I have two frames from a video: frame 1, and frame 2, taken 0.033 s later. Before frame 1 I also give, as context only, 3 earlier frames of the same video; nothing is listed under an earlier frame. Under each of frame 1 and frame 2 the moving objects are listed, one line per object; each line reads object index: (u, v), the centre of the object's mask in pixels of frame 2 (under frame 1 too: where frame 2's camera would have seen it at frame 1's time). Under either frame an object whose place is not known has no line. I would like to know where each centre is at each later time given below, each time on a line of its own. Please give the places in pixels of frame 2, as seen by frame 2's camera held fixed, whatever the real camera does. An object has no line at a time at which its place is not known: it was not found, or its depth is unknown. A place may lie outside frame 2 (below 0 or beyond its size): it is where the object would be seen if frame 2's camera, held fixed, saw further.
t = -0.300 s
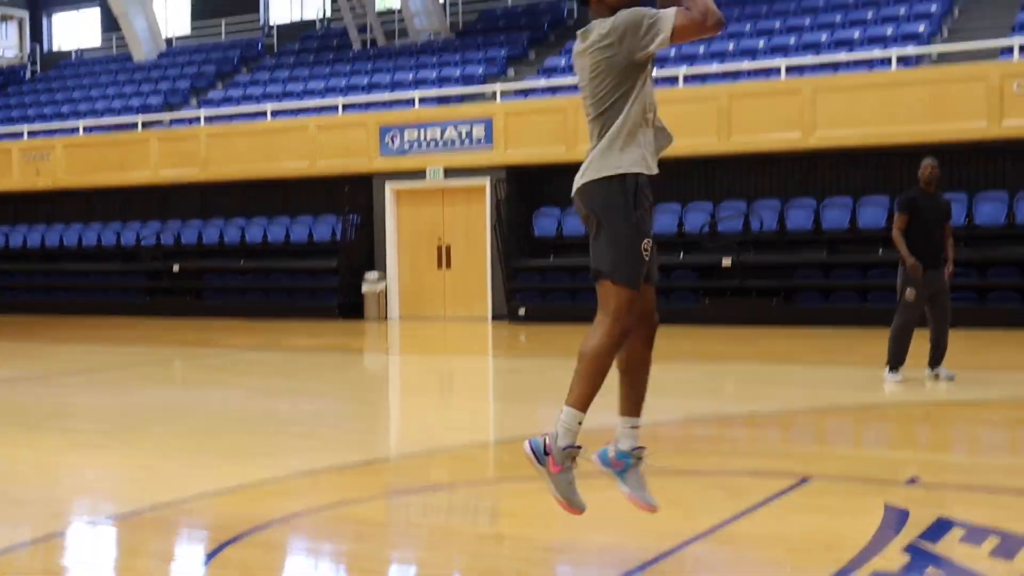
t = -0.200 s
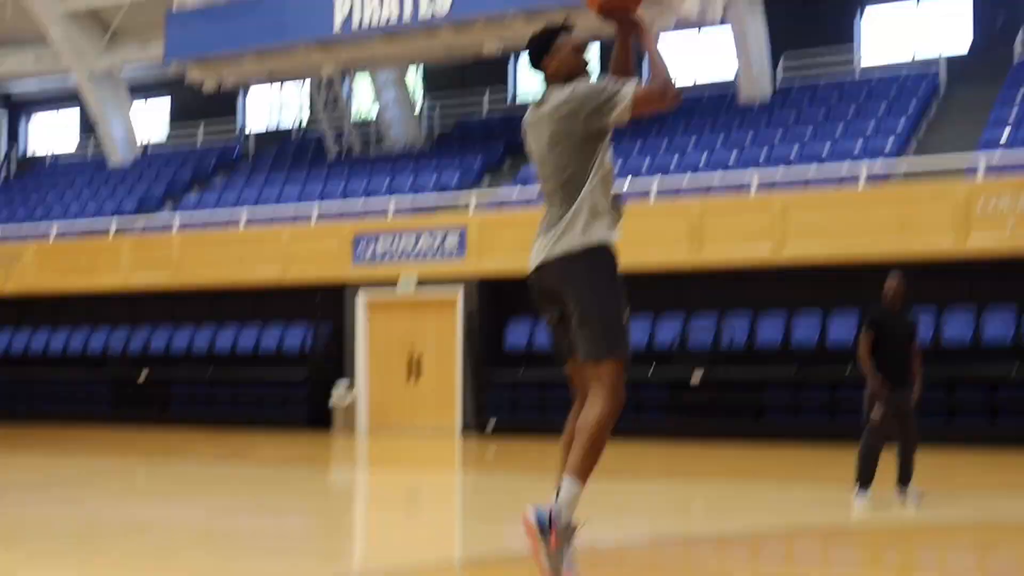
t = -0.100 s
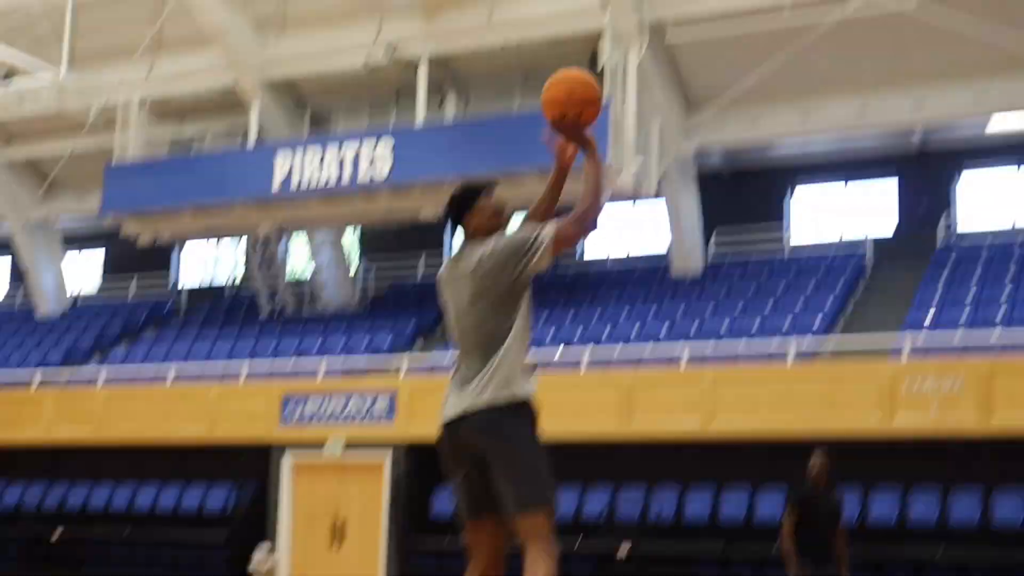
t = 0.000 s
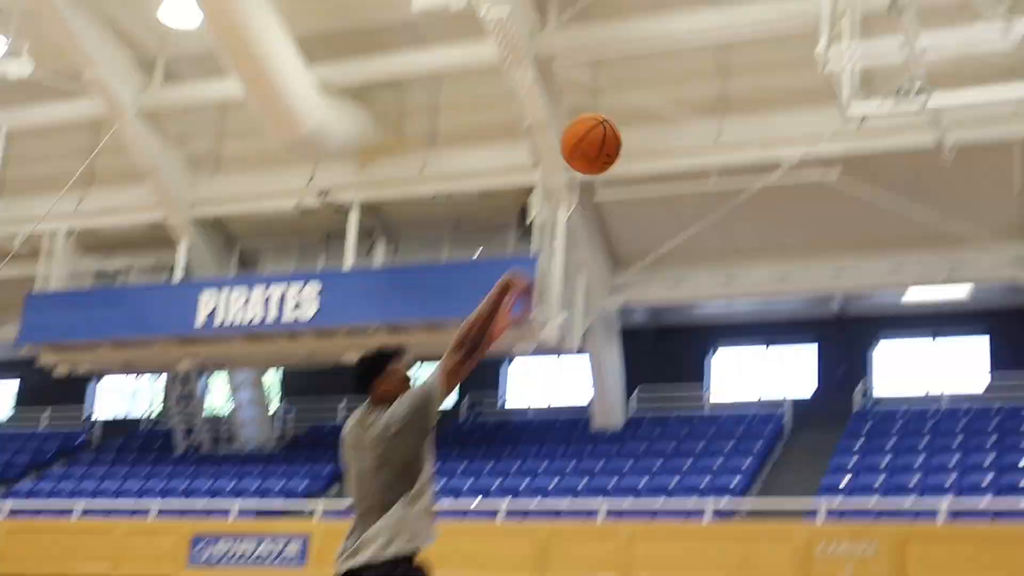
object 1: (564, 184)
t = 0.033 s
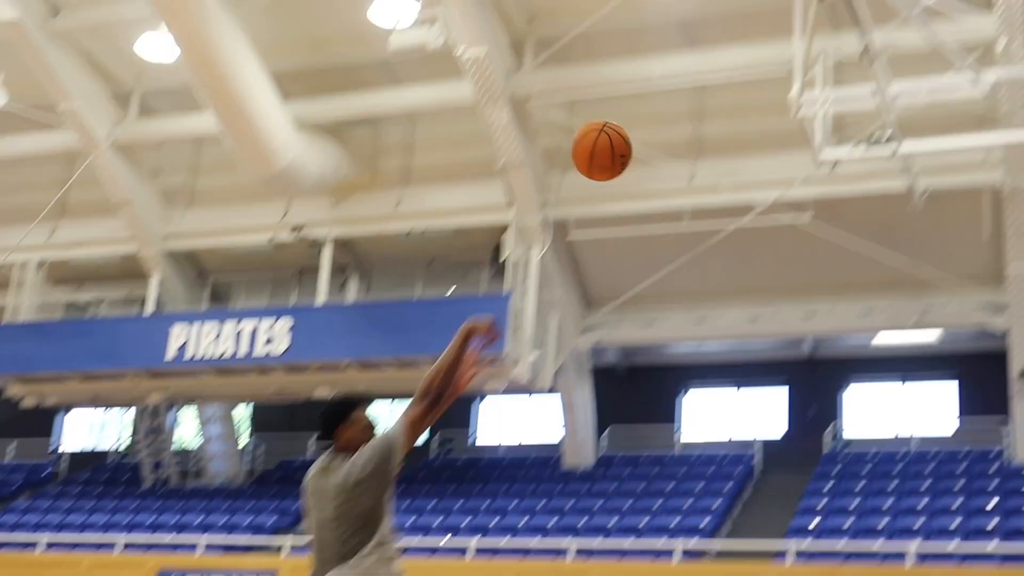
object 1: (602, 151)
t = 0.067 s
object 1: (639, 119)
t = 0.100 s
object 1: (677, 88)
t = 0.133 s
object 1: (715, 60)
